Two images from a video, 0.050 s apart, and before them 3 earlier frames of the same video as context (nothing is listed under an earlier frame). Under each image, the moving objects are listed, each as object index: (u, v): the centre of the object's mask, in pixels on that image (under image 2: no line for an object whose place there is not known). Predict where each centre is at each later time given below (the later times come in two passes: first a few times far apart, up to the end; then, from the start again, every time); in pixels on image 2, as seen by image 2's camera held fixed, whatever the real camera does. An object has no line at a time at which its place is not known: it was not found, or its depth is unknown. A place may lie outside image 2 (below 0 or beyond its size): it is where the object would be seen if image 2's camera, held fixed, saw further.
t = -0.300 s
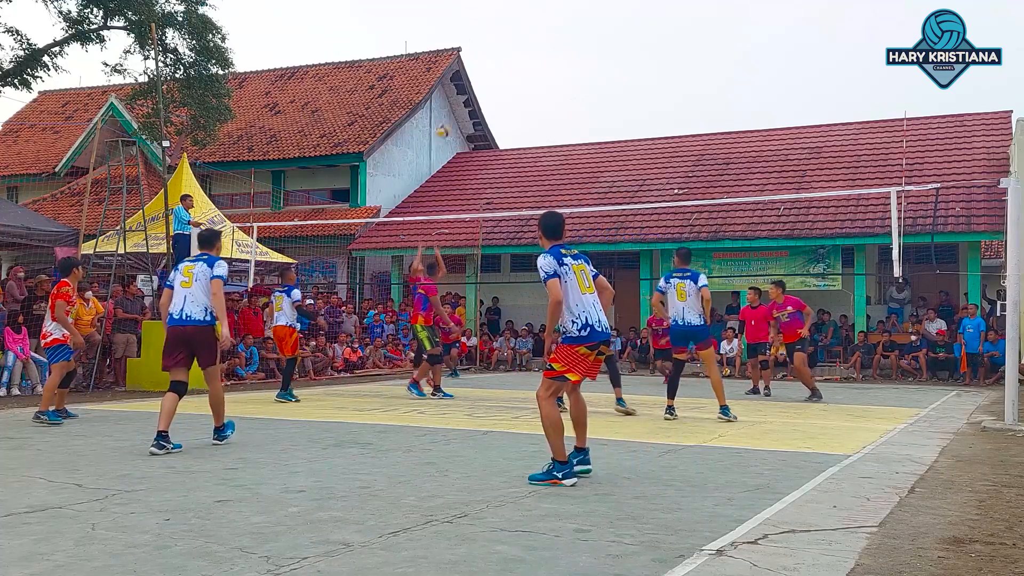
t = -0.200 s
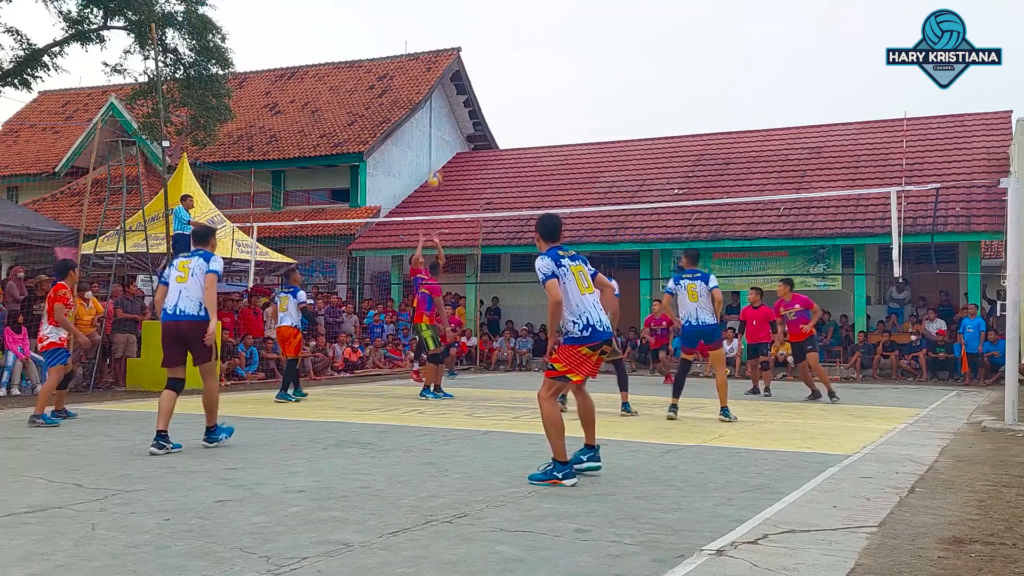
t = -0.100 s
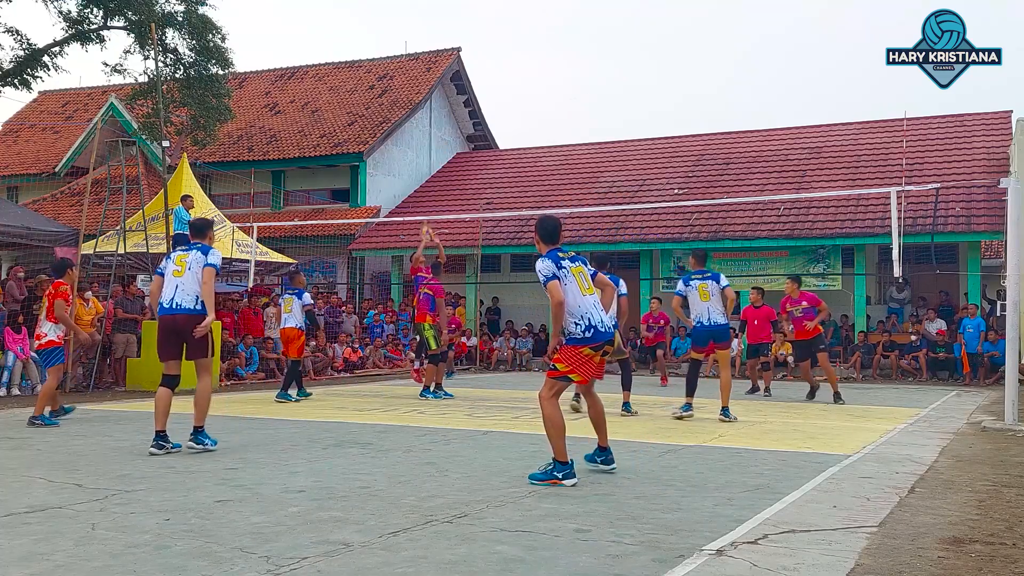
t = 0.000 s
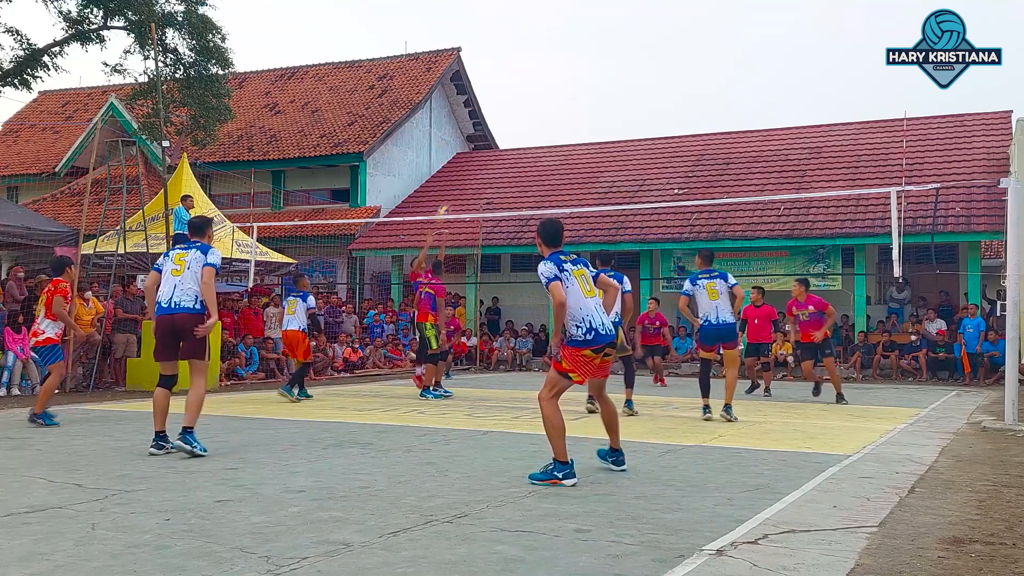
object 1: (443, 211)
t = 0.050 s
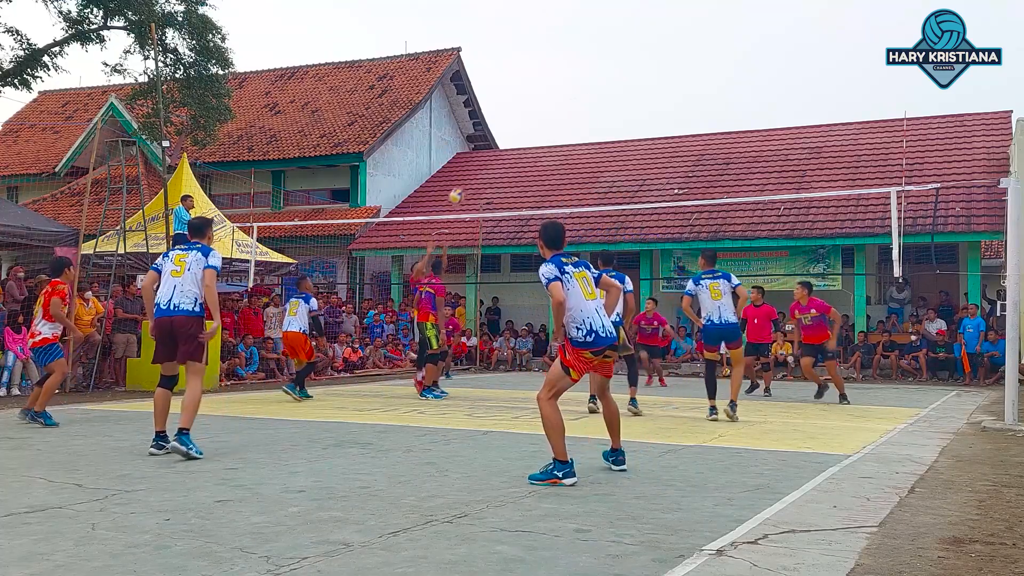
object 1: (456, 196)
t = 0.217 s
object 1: (501, 150)
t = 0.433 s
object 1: (563, 117)
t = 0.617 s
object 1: (617, 115)
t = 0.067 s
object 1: (460, 191)
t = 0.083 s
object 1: (465, 186)
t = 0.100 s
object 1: (469, 180)
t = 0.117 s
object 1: (474, 175)
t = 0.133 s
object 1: (478, 171)
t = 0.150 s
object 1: (483, 166)
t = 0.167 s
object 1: (487, 162)
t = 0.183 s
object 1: (492, 158)
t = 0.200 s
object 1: (497, 153)
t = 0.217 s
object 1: (501, 150)
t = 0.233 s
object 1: (506, 146)
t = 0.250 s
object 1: (510, 143)
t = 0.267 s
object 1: (515, 139)
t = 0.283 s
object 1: (520, 137)
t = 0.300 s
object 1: (525, 134)
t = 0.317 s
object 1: (529, 131)
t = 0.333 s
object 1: (534, 128)
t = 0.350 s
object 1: (539, 126)
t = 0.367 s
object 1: (544, 124)
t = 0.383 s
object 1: (549, 122)
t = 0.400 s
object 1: (553, 120)
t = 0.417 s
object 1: (558, 118)
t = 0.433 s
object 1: (563, 117)
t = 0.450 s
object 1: (568, 116)
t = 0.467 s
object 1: (573, 115)
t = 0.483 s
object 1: (578, 114)
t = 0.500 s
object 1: (582, 113)
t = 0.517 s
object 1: (587, 113)
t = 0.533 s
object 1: (592, 113)
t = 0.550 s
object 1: (597, 113)
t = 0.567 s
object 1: (602, 113)
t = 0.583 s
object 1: (607, 113)
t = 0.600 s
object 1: (612, 114)
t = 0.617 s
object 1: (617, 115)
